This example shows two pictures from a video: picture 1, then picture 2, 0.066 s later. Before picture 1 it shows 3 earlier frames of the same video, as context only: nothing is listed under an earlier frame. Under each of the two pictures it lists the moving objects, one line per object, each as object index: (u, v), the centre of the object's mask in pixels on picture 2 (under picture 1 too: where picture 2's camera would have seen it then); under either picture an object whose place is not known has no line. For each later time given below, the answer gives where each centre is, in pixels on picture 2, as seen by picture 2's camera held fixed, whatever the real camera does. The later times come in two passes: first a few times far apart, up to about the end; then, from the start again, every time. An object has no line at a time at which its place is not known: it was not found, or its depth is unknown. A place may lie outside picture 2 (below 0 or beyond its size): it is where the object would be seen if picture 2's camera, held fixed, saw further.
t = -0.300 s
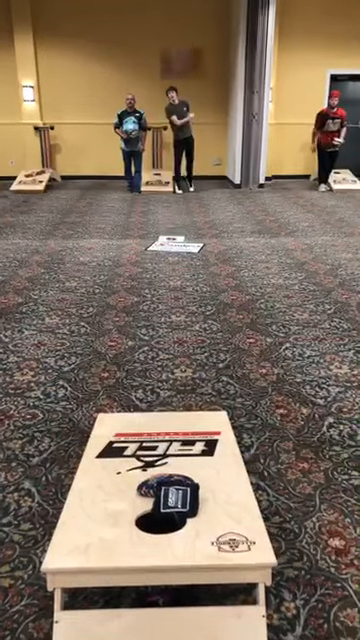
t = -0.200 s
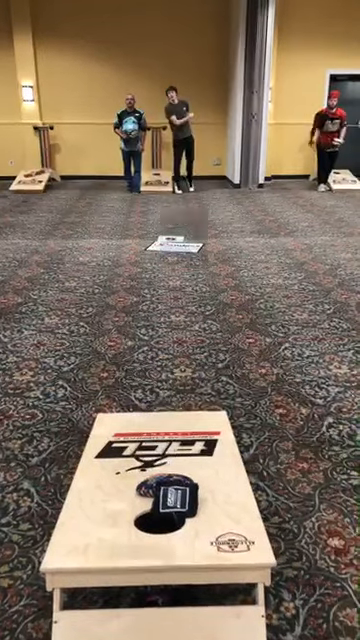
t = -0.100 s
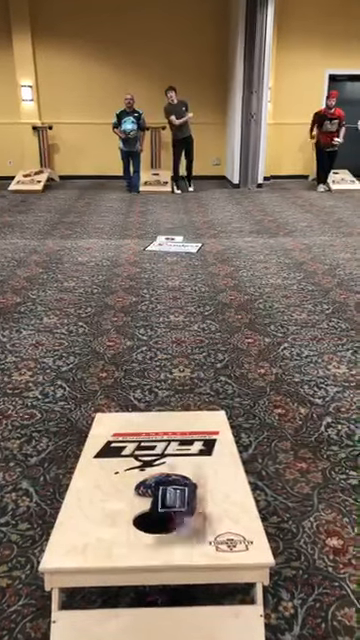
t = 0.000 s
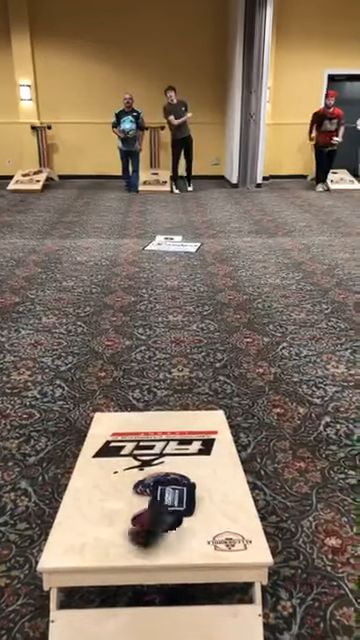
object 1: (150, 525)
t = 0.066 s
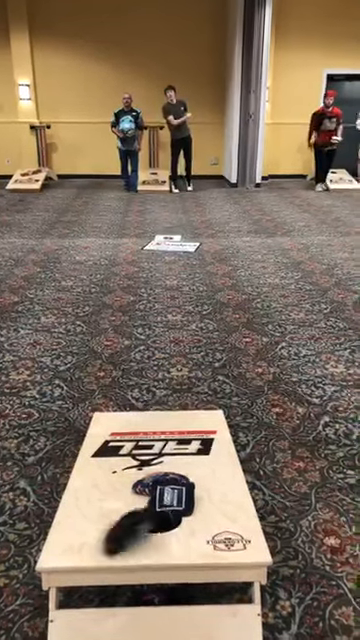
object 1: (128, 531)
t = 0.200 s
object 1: (101, 535)
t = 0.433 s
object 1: (98, 533)
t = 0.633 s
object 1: (98, 533)
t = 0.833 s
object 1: (97, 533)
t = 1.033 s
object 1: (98, 533)
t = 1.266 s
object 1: (98, 533)
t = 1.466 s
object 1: (98, 533)
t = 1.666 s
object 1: (98, 533)
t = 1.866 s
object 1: (97, 533)
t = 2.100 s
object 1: (97, 533)
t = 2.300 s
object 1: (97, 533)
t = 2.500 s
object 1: (97, 533)
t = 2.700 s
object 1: (97, 533)
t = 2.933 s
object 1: (98, 533)
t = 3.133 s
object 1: (98, 533)
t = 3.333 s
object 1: (97, 533)
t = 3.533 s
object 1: (97, 533)
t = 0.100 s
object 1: (119, 532)
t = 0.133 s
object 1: (110, 535)
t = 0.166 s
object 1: (105, 535)
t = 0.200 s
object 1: (101, 535)
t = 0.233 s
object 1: (99, 534)
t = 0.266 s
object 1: (98, 533)
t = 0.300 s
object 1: (98, 533)
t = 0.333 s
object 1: (97, 533)
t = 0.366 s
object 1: (98, 533)
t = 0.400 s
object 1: (98, 533)
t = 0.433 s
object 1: (98, 533)
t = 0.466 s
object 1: (98, 533)
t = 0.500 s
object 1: (97, 533)
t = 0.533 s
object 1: (98, 533)
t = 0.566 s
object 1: (98, 533)
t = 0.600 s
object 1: (98, 533)
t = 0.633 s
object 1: (98, 533)
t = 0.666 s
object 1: (97, 533)
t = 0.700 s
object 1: (97, 533)
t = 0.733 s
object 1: (97, 533)
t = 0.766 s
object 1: (97, 533)
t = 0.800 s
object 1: (97, 533)
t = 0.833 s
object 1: (97, 533)
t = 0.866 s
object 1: (97, 533)
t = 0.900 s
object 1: (98, 533)
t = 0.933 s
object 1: (98, 533)
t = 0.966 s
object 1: (97, 533)
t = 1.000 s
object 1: (98, 533)
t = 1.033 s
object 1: (98, 533)
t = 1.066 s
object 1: (98, 533)
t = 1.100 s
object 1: (98, 533)
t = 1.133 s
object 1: (98, 533)
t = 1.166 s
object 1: (98, 533)
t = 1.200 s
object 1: (98, 533)
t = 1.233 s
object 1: (98, 533)
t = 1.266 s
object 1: (98, 533)
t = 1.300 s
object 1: (98, 533)
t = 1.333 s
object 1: (98, 533)
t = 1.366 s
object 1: (98, 533)
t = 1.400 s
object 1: (98, 533)
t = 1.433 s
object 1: (98, 533)
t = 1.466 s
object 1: (98, 533)
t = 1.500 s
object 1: (98, 533)
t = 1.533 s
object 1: (98, 533)
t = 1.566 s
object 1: (98, 533)
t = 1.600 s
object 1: (97, 533)
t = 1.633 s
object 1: (97, 533)
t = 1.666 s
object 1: (98, 533)
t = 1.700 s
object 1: (98, 533)
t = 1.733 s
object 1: (97, 533)
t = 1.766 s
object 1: (97, 533)
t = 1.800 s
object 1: (97, 533)
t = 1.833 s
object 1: (97, 533)
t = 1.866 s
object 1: (97, 533)
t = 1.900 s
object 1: (97, 533)
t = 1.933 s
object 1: (98, 533)
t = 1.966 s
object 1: (97, 533)
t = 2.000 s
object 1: (97, 533)
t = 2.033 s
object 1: (97, 533)
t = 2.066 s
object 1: (97, 533)
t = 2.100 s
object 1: (97, 533)
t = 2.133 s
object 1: (97, 533)
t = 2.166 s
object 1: (97, 533)
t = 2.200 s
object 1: (97, 533)
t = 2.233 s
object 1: (97, 533)
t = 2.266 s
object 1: (97, 533)
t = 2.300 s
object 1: (97, 533)
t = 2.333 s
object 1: (97, 533)
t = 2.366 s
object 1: (97, 533)
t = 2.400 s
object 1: (97, 533)
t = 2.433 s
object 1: (97, 533)
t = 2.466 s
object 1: (97, 533)
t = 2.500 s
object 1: (97, 533)
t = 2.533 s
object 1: (97, 533)
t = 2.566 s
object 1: (97, 533)
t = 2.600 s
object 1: (97, 533)
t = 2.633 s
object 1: (97, 533)
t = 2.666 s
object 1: (97, 533)
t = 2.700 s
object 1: (97, 533)
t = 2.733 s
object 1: (97, 533)
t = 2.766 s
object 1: (97, 533)
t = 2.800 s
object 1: (98, 533)
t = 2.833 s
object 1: (98, 533)
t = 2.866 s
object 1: (98, 533)
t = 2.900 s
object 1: (97, 533)
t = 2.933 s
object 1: (98, 533)
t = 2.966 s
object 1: (97, 533)
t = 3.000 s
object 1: (98, 533)
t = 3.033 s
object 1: (98, 533)
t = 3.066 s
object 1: (97, 533)
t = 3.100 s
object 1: (98, 533)
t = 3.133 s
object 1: (98, 533)
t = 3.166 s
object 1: (98, 533)
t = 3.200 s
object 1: (97, 533)
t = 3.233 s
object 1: (98, 533)
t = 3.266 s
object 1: (97, 533)
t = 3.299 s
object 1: (97, 533)
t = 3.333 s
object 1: (97, 533)
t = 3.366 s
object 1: (97, 533)
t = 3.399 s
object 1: (97, 533)
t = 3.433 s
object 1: (97, 533)
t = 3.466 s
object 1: (97, 533)
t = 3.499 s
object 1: (97, 533)
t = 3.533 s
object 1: (97, 533)
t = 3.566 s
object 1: (97, 533)
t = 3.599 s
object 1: (97, 533)
